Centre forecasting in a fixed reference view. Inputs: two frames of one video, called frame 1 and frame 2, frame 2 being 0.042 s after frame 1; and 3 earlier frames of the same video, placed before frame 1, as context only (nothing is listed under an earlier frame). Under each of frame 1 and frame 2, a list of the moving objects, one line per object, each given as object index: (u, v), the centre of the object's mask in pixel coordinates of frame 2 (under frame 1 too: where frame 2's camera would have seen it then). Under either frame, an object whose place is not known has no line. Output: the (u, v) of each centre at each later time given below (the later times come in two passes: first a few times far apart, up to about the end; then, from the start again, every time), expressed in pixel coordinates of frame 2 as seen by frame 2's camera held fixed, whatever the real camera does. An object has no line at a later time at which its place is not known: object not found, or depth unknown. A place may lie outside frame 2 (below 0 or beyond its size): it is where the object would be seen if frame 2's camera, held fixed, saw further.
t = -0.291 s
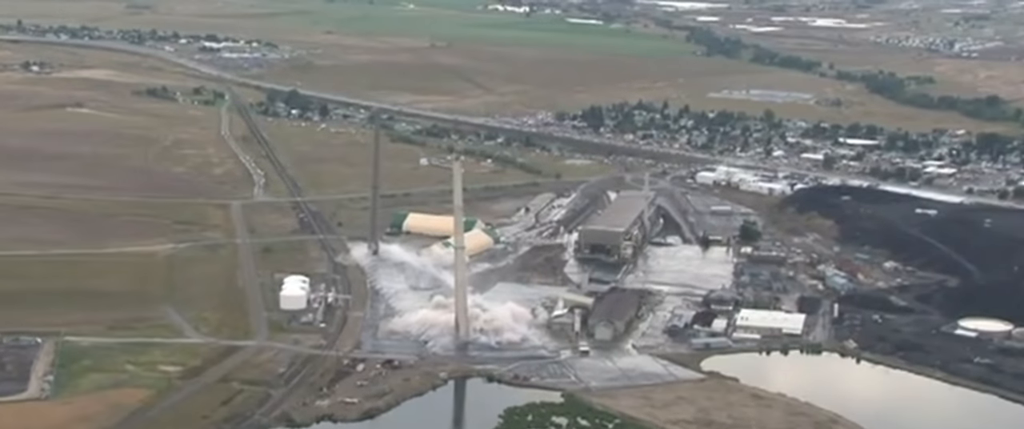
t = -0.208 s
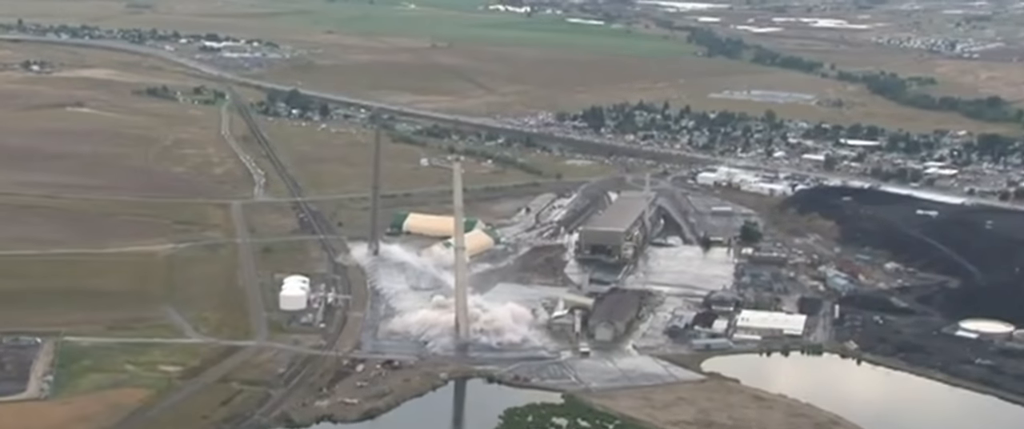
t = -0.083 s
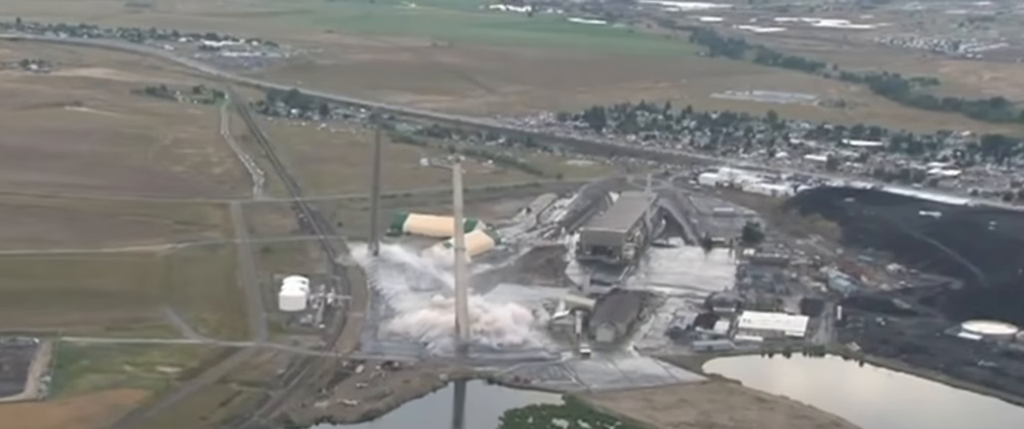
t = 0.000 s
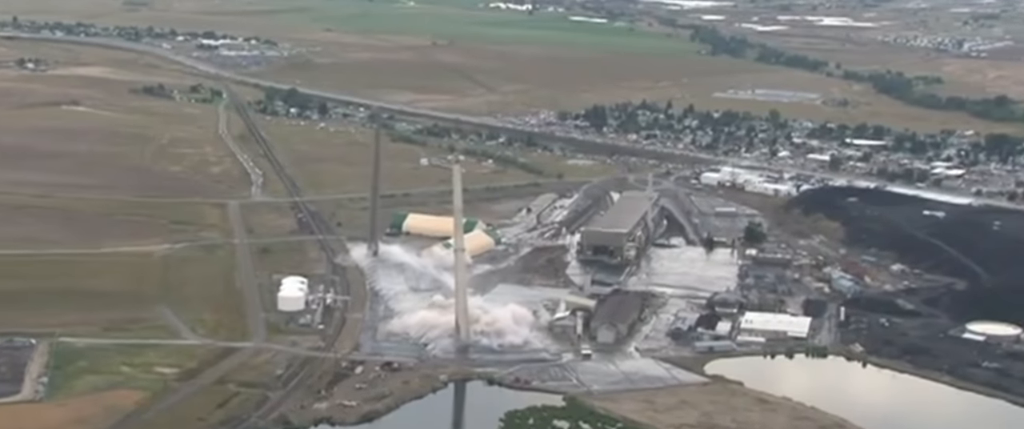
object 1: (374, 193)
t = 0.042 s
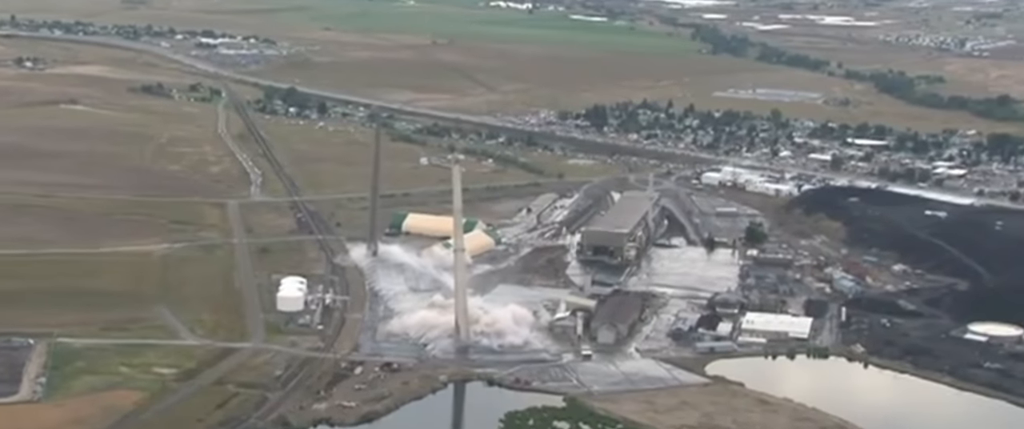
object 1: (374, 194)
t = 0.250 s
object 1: (374, 195)
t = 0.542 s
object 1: (375, 194)
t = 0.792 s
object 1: (375, 197)
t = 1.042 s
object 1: (375, 201)
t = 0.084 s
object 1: (375, 194)
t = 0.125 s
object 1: (375, 195)
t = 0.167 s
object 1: (375, 195)
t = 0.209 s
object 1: (375, 193)
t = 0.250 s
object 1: (374, 195)
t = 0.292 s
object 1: (375, 192)
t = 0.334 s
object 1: (374, 196)
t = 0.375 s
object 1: (374, 191)
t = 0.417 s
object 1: (375, 192)
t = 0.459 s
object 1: (375, 192)
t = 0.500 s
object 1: (375, 194)
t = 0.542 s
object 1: (375, 194)
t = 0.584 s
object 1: (375, 195)
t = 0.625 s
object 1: (375, 196)
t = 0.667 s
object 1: (375, 196)
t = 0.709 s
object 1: (375, 196)
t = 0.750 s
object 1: (375, 197)
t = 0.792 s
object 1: (375, 197)
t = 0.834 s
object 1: (375, 197)
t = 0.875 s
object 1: (375, 200)
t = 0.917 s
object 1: (375, 199)
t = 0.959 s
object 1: (375, 201)
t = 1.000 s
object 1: (375, 200)
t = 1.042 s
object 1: (375, 201)
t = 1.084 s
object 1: (375, 203)
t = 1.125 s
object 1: (375, 202)
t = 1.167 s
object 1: (375, 205)
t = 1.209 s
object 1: (375, 206)
